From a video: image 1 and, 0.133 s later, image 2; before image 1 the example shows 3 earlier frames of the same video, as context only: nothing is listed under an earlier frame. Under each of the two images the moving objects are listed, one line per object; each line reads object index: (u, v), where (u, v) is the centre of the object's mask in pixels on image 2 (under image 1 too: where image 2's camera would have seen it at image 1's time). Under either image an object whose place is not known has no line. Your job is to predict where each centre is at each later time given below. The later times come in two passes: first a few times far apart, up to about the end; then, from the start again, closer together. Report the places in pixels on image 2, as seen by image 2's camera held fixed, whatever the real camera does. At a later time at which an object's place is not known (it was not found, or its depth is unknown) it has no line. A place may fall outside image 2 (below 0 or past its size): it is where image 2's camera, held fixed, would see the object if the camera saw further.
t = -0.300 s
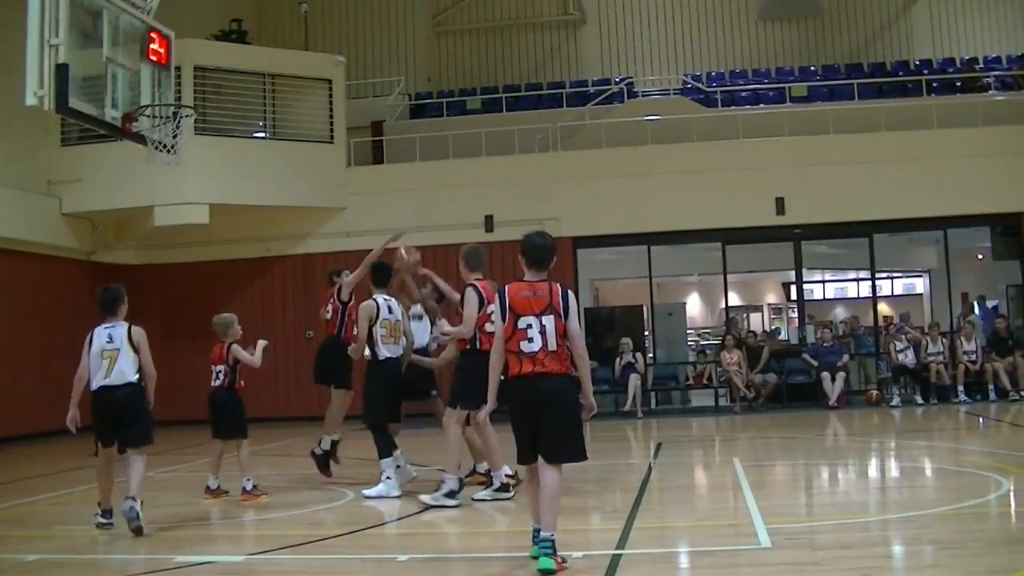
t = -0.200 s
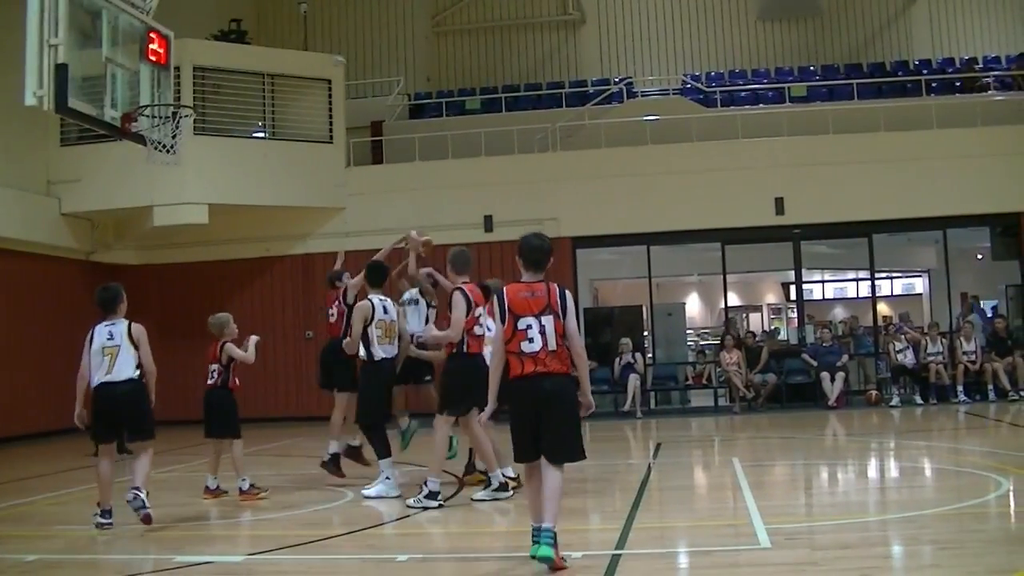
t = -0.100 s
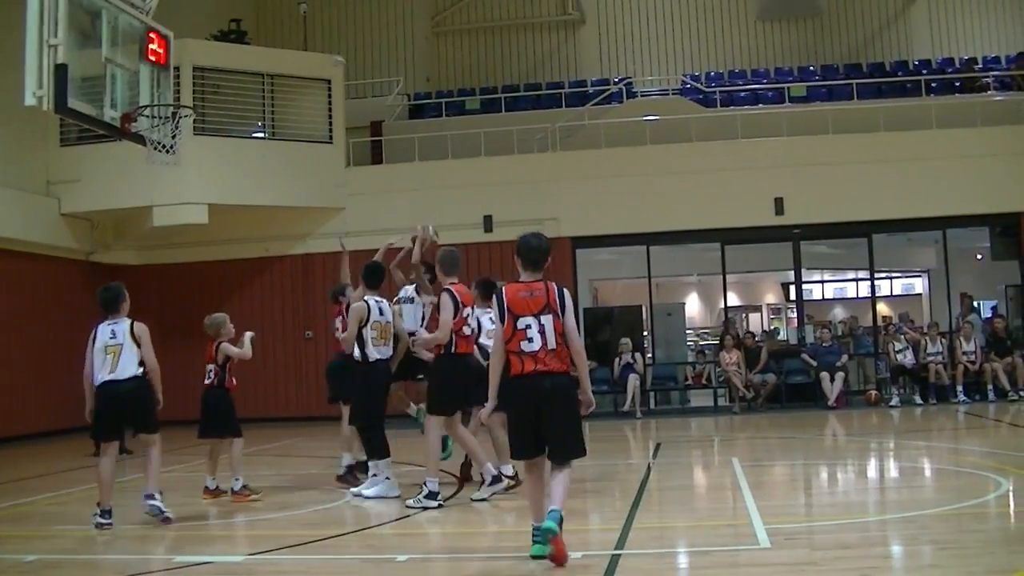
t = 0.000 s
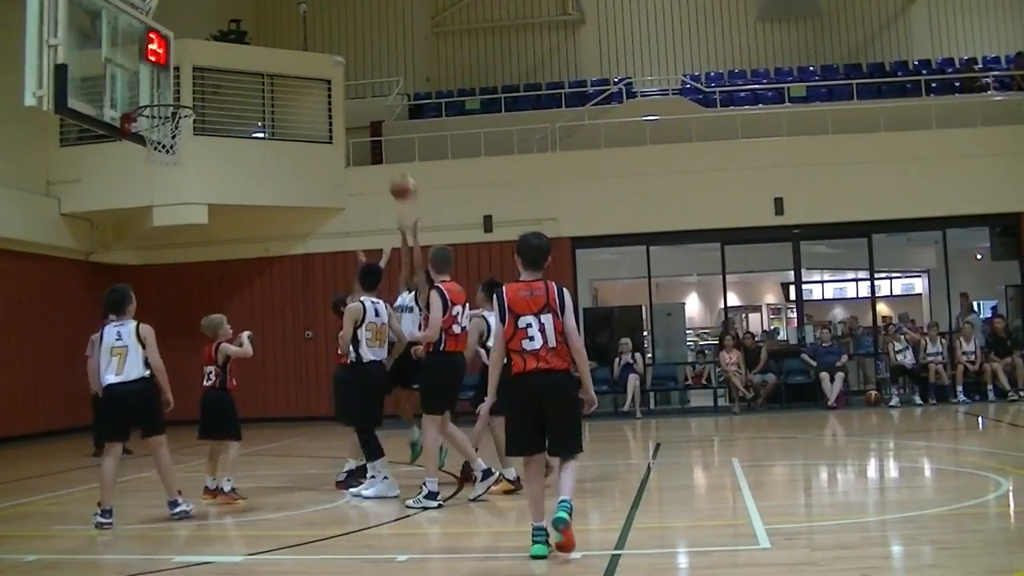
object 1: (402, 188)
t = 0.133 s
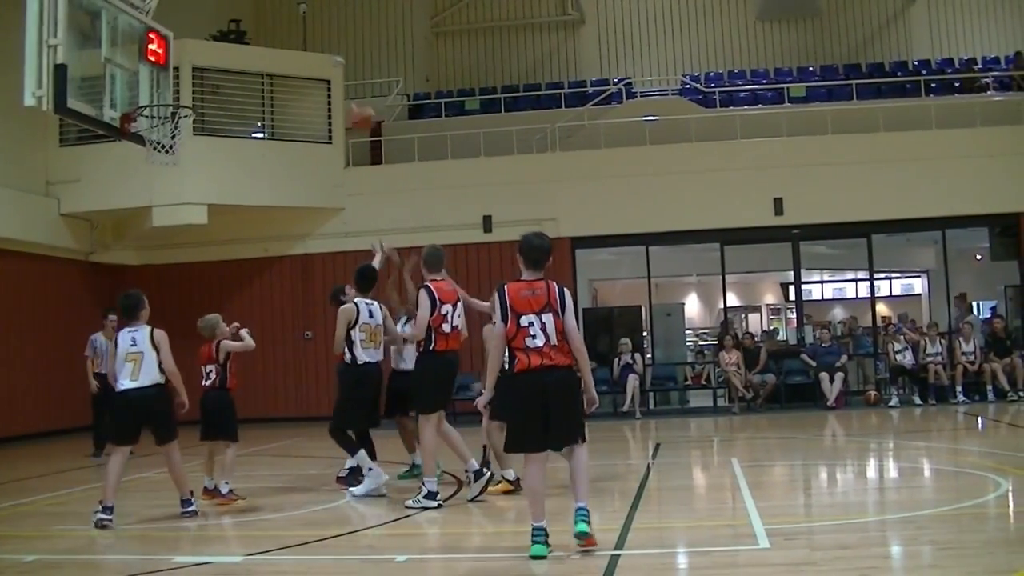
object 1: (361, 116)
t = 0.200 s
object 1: (340, 89)
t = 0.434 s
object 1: (263, 30)
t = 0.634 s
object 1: (199, 26)
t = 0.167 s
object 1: (351, 102)
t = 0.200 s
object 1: (340, 89)
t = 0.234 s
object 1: (332, 74)
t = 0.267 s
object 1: (321, 65)
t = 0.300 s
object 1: (307, 57)
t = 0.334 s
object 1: (296, 48)
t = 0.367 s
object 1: (285, 40)
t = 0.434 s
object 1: (263, 30)
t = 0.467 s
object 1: (252, 27)
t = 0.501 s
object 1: (242, 24)
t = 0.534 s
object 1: (230, 24)
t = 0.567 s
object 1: (220, 23)
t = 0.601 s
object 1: (209, 23)
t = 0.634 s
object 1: (199, 26)
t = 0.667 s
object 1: (191, 29)
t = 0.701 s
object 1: (178, 35)
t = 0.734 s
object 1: (167, 42)
